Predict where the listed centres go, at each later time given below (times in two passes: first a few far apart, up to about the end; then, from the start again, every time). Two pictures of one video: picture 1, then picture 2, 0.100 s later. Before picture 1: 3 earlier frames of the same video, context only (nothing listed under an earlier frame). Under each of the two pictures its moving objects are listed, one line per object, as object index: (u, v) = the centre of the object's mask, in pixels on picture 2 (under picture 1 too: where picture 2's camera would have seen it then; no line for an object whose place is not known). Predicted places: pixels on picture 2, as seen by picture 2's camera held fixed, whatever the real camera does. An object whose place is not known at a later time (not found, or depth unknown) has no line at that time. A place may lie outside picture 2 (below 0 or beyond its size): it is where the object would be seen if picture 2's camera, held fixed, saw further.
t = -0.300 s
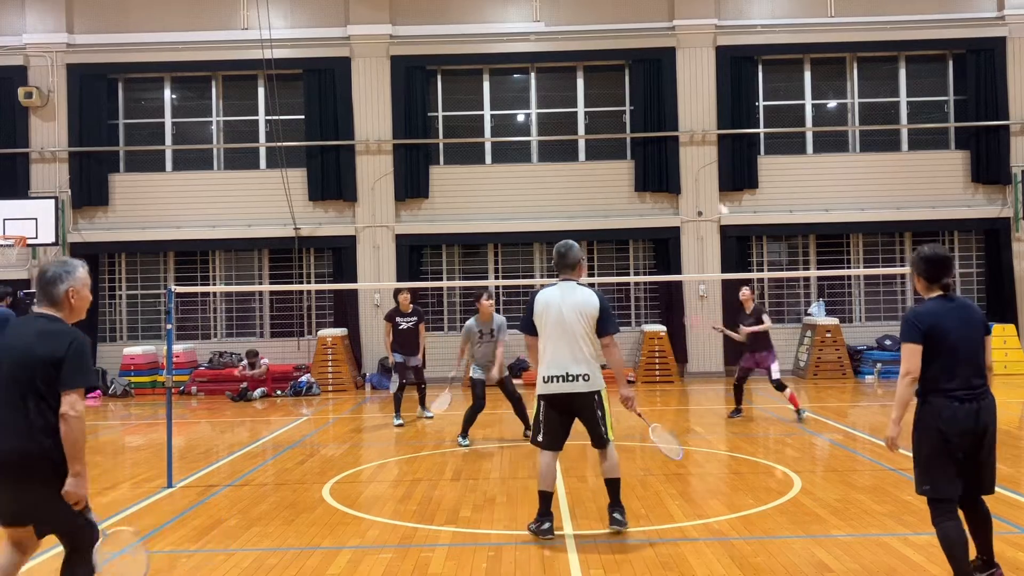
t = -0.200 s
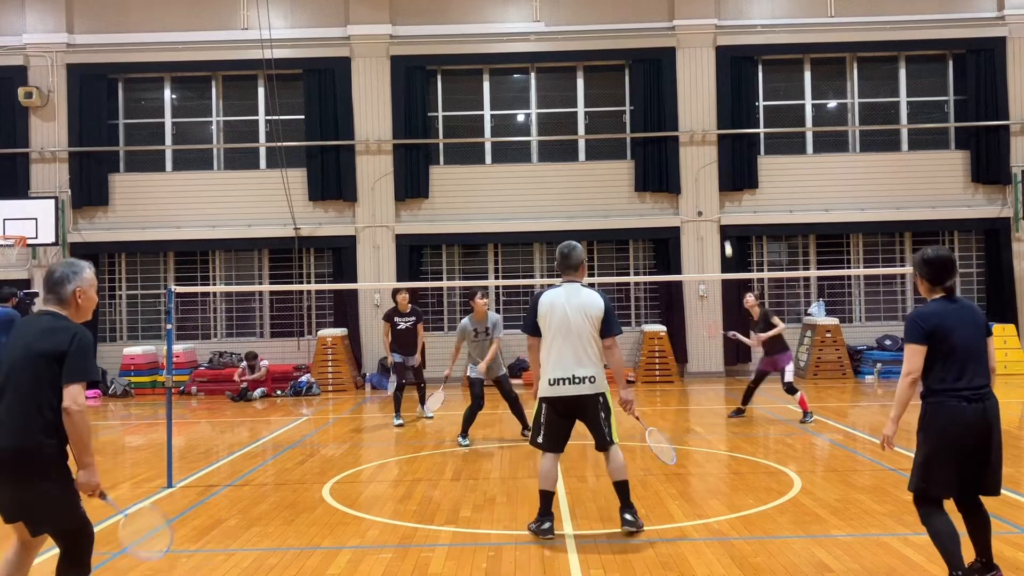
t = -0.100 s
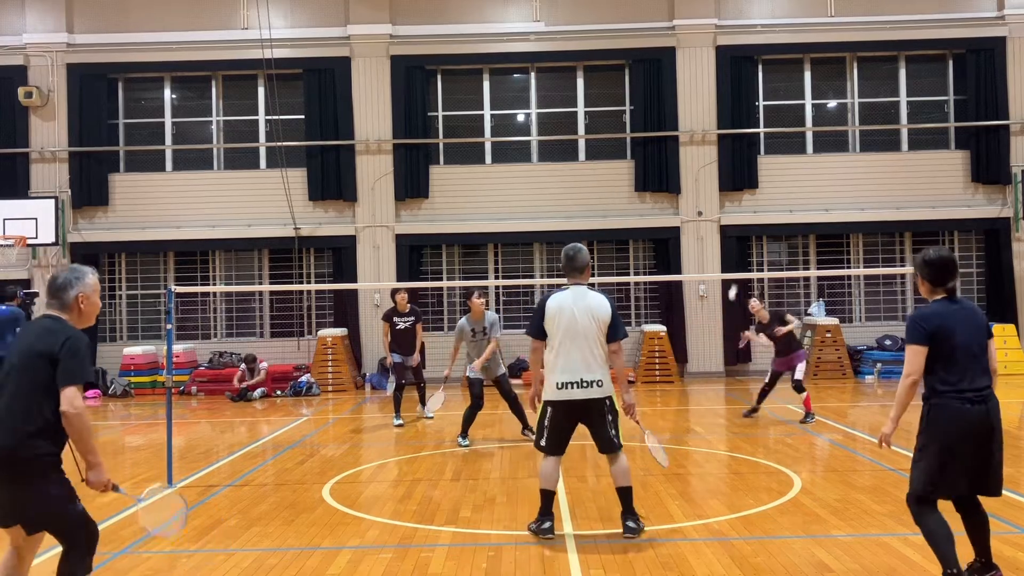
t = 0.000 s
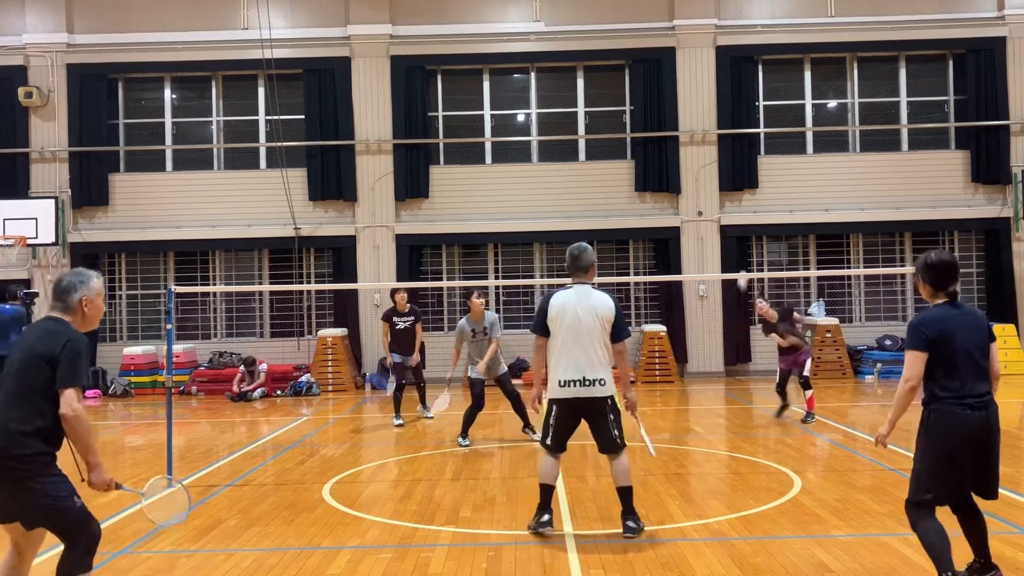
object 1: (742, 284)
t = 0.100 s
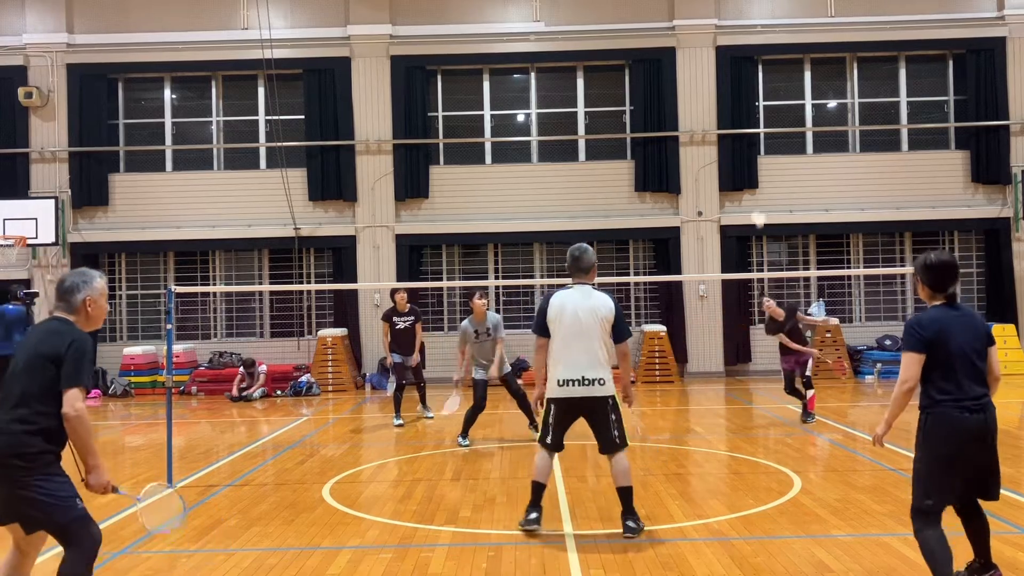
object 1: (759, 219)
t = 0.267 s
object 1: (786, 151)
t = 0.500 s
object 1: (823, 120)
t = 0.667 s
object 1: (850, 156)
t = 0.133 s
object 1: (764, 202)
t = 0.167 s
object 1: (770, 188)
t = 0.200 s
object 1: (776, 176)
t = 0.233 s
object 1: (782, 165)
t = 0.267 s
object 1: (786, 151)
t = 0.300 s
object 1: (791, 141)
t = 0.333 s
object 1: (795, 134)
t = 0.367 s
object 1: (799, 127)
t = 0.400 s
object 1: (804, 122)
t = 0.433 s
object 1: (810, 120)
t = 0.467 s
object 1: (816, 118)
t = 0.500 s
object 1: (823, 120)
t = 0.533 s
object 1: (828, 123)
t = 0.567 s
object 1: (834, 128)
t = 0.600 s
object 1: (839, 136)
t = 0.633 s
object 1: (844, 145)
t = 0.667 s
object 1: (850, 156)
